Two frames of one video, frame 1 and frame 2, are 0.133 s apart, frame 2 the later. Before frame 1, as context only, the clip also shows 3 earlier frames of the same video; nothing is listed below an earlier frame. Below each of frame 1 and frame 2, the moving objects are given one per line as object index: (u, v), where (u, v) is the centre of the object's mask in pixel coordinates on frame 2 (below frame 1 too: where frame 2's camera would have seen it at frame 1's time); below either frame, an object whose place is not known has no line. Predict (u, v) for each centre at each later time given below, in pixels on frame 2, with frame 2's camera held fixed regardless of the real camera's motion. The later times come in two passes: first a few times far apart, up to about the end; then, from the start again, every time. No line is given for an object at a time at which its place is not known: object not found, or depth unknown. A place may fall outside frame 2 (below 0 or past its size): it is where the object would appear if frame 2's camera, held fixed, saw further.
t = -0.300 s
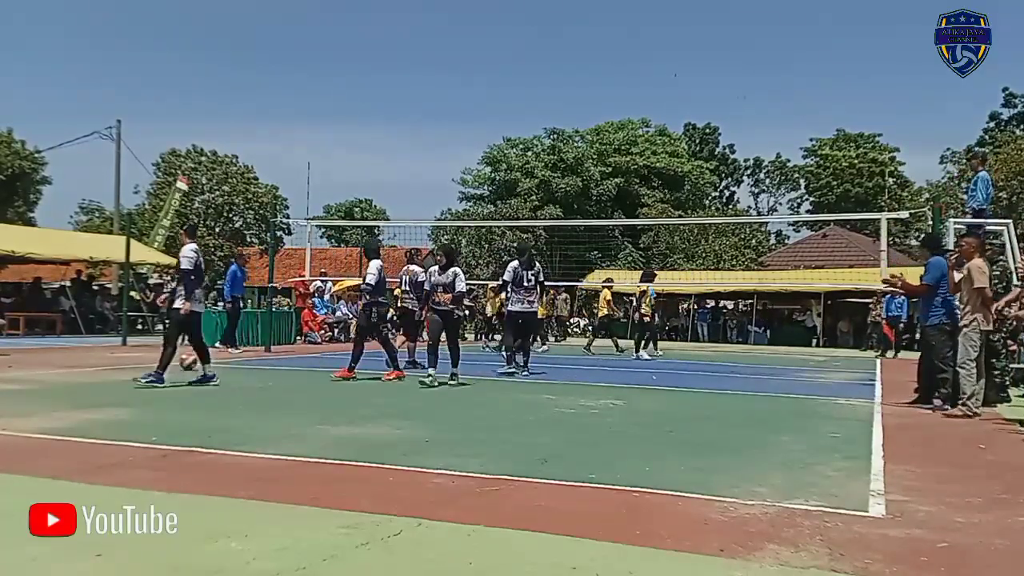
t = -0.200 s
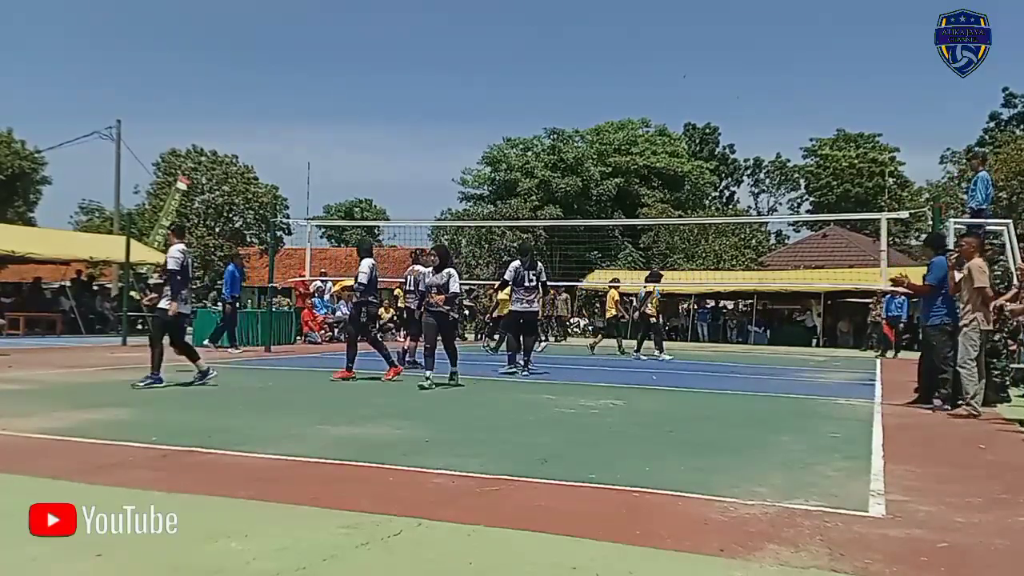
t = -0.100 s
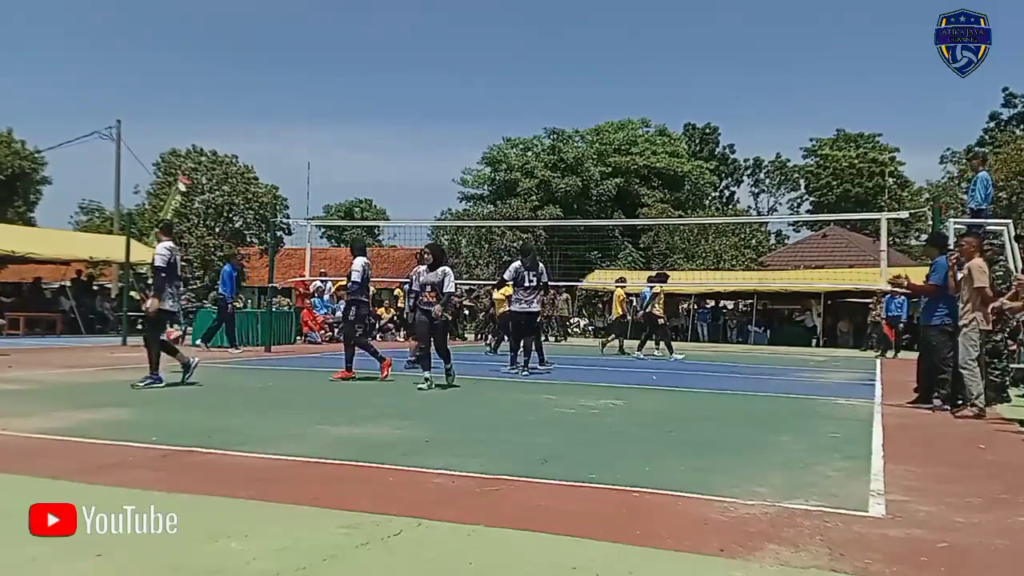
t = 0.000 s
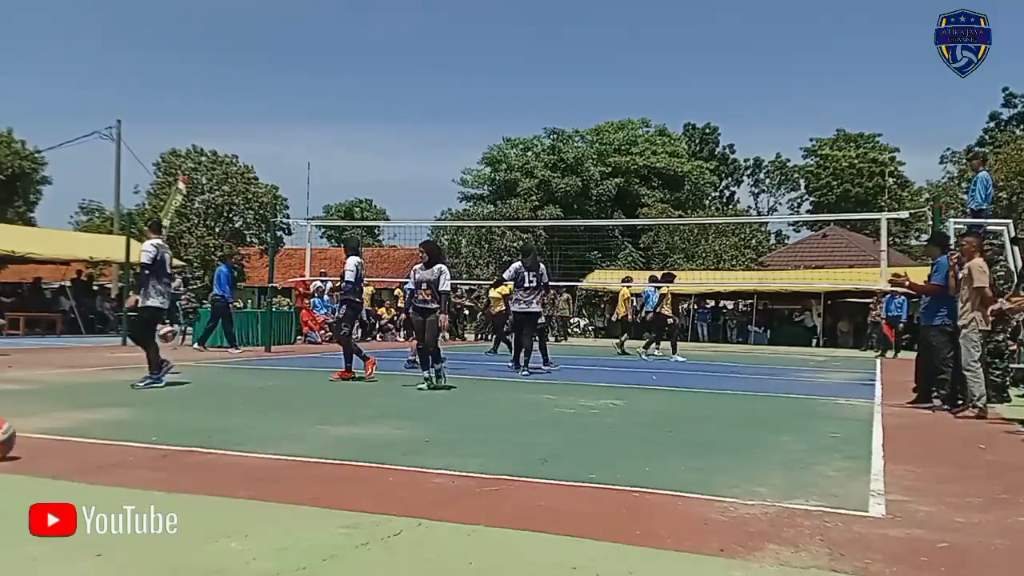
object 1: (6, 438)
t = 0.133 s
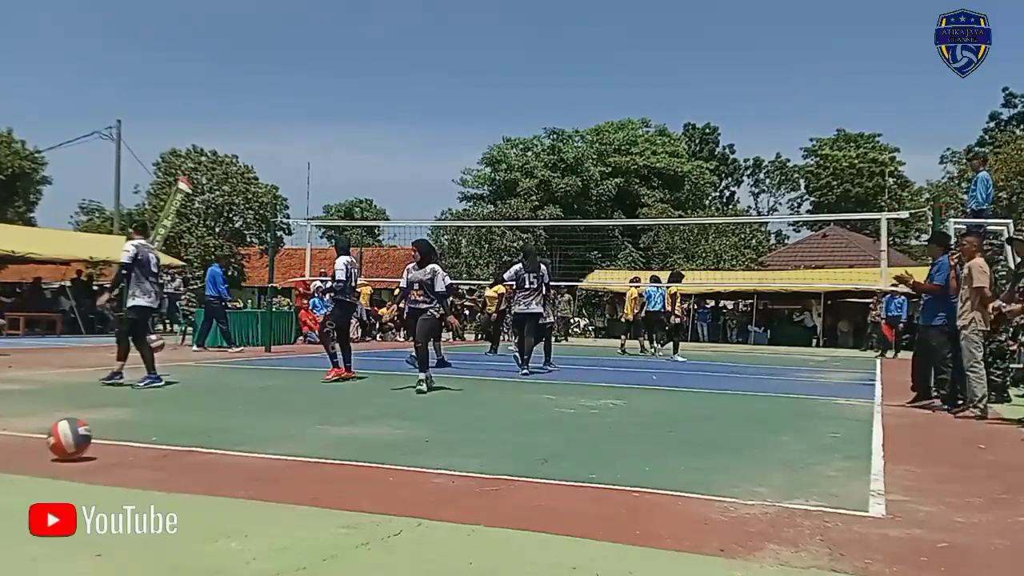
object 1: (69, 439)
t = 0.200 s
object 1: (105, 440)
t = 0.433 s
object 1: (232, 440)
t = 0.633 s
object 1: (332, 439)
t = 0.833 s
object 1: (425, 438)
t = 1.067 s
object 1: (525, 439)
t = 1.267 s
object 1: (605, 437)
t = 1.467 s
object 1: (681, 438)
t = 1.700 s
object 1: (766, 439)
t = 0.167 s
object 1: (87, 440)
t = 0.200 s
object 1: (105, 440)
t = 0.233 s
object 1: (124, 438)
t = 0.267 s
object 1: (143, 439)
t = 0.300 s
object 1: (161, 439)
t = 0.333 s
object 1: (179, 441)
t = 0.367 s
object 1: (197, 441)
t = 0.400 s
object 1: (214, 440)
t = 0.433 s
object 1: (232, 440)
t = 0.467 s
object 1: (249, 439)
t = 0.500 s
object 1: (266, 440)
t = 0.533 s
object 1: (283, 439)
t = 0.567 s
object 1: (299, 440)
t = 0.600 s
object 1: (316, 440)
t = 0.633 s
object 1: (332, 439)
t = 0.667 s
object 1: (348, 439)
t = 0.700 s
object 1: (363, 438)
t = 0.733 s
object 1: (379, 439)
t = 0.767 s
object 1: (394, 438)
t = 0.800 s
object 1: (409, 439)
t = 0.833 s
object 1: (425, 438)
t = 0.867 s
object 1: (440, 439)
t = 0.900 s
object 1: (454, 438)
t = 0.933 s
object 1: (468, 438)
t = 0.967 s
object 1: (482, 438)
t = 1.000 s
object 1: (497, 437)
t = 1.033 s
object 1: (511, 438)
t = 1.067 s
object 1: (525, 439)
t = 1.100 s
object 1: (539, 437)
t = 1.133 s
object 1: (552, 437)
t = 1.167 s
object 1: (565, 436)
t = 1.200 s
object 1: (579, 435)
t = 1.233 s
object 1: (592, 436)
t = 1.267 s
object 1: (605, 437)
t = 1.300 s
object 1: (618, 436)
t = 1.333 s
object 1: (630, 436)
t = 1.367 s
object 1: (643, 437)
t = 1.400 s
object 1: (656, 437)
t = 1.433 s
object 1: (669, 438)
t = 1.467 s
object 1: (681, 438)
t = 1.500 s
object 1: (693, 438)
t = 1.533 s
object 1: (705, 438)
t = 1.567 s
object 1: (718, 438)
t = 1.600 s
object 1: (730, 438)
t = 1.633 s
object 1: (742, 439)
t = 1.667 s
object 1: (755, 439)
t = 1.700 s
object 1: (766, 439)
